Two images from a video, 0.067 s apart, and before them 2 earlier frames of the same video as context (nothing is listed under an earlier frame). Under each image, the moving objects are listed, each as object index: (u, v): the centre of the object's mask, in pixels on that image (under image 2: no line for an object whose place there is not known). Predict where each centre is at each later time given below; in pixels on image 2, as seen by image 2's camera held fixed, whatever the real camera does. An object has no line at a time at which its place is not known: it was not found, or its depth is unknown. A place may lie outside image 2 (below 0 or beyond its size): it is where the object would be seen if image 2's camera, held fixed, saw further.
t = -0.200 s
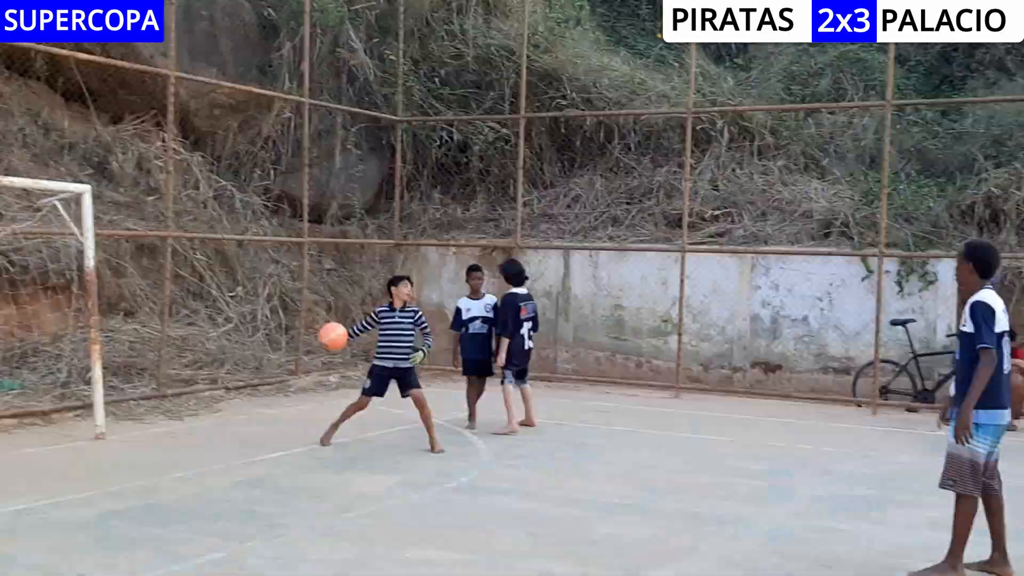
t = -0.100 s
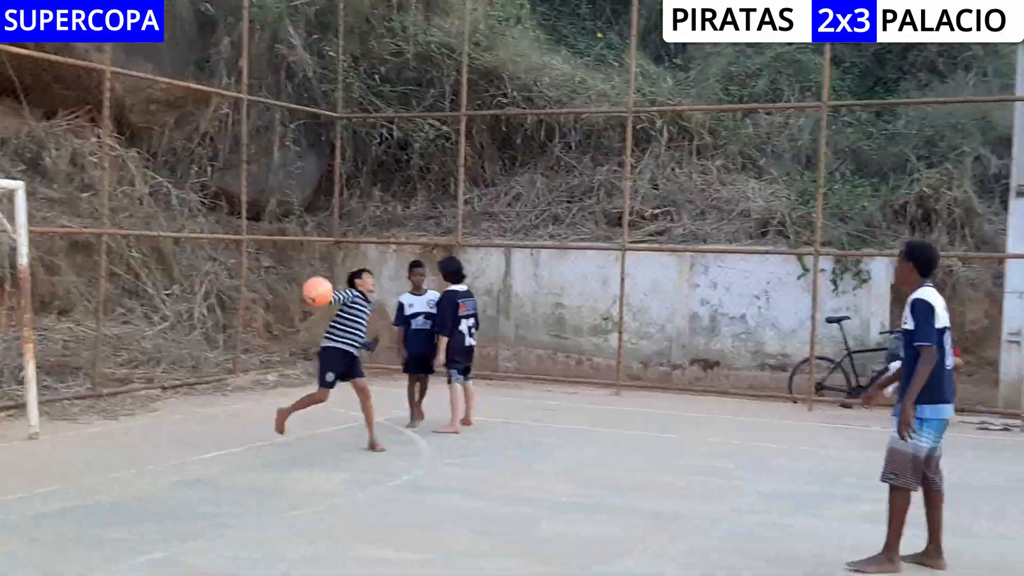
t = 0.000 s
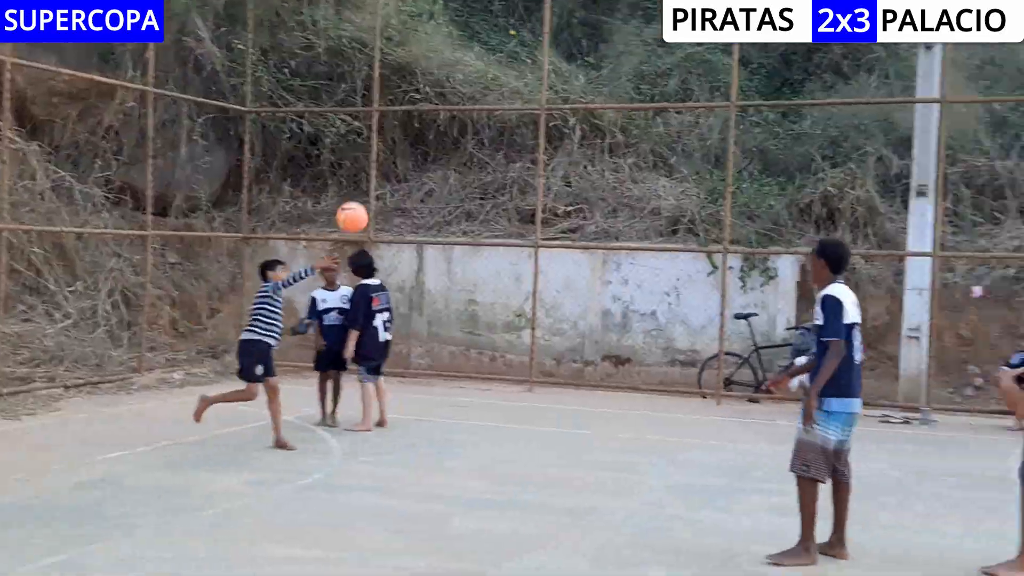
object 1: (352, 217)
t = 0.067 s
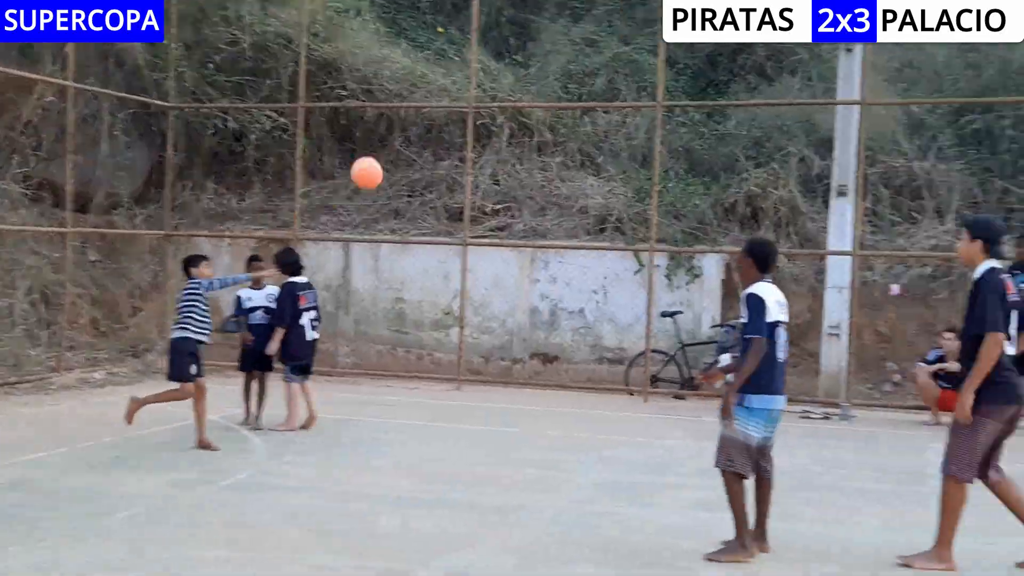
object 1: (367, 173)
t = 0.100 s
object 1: (411, 155)
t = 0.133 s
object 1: (456, 138)
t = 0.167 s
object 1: (502, 122)
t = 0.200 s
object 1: (547, 108)
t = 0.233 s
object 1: (592, 94)
